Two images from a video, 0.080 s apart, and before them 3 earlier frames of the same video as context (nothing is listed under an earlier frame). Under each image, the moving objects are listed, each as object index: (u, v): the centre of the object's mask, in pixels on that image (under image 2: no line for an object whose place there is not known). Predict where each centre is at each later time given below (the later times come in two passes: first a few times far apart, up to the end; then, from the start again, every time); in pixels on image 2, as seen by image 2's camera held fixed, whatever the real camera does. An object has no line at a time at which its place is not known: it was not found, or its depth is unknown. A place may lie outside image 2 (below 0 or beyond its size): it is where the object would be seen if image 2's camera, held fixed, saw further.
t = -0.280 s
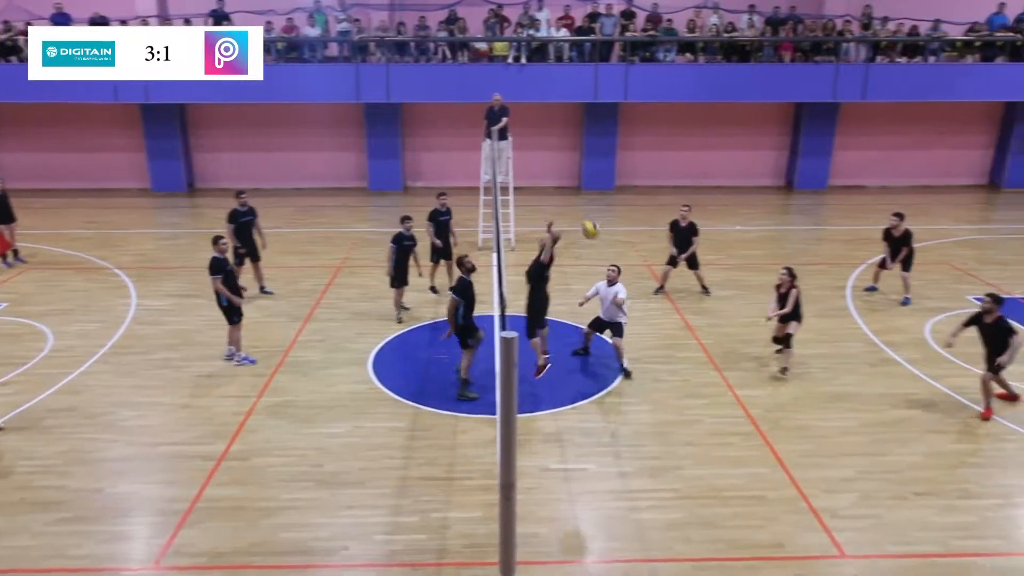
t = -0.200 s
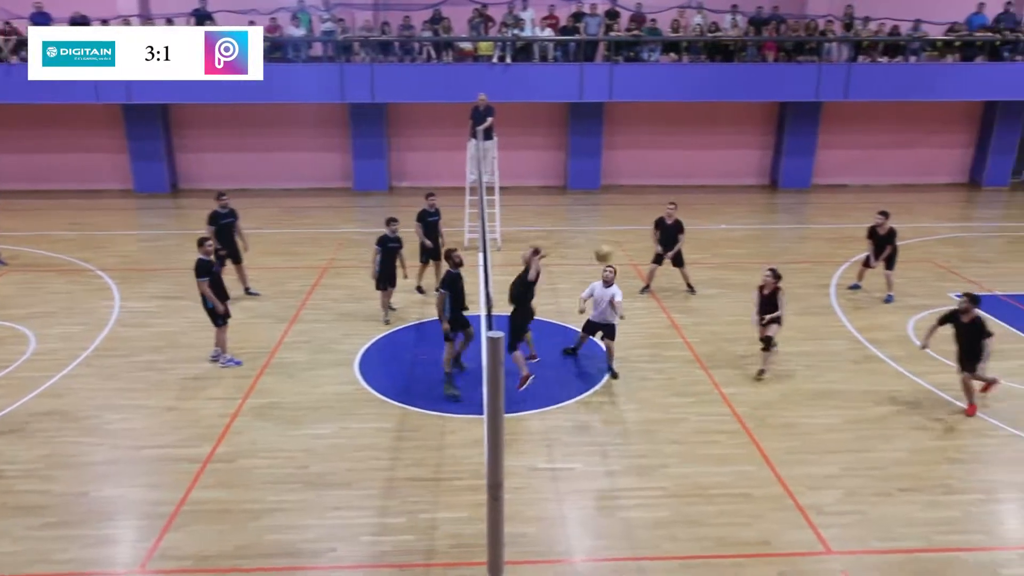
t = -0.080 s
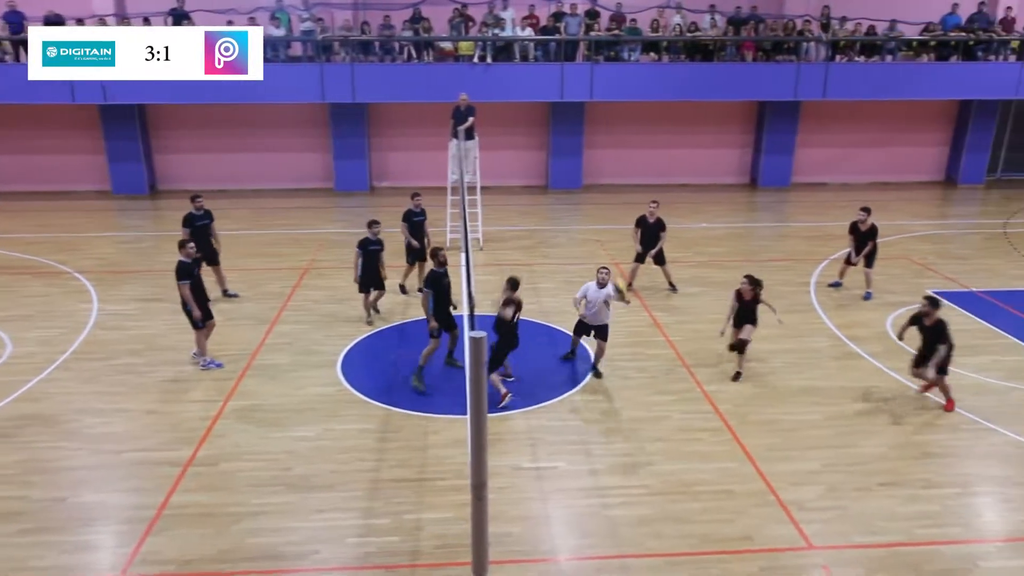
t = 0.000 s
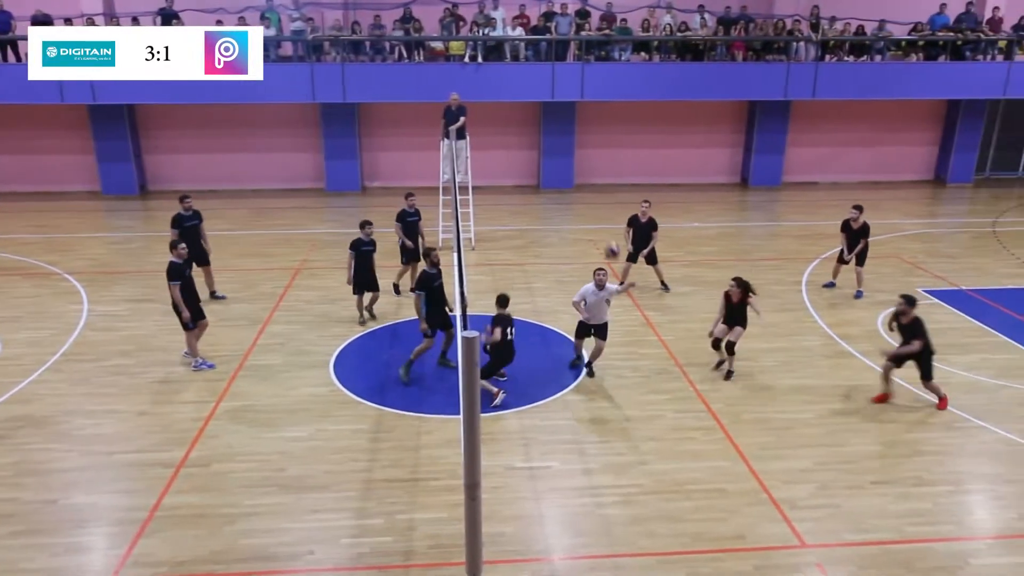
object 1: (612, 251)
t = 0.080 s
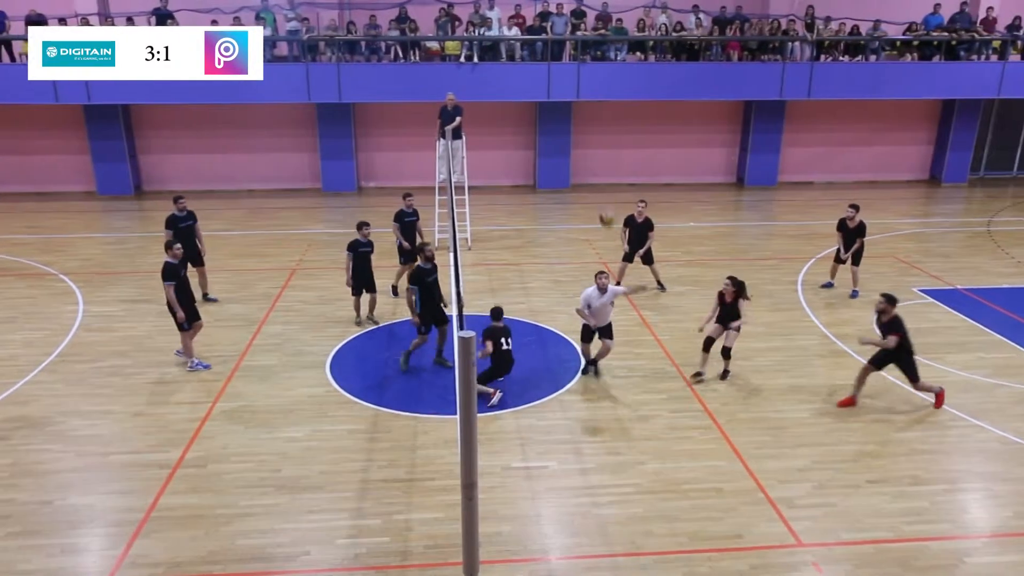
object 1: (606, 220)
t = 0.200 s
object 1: (606, 177)
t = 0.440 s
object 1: (601, 128)
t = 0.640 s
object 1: (594, 126)
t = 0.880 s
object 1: (587, 166)
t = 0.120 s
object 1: (607, 203)
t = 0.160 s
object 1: (607, 189)
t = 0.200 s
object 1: (606, 177)
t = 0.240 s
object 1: (605, 165)
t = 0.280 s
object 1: (605, 156)
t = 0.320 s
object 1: (604, 147)
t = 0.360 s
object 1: (603, 140)
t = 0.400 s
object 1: (602, 134)
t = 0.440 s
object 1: (601, 128)
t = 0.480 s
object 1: (599, 126)
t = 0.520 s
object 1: (599, 124)
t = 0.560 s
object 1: (598, 123)
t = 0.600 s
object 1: (595, 124)
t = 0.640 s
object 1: (594, 126)
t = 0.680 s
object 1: (593, 129)
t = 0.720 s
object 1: (592, 134)
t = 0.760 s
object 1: (592, 139)
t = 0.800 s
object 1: (590, 148)
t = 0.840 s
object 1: (588, 155)
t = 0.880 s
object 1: (587, 166)
